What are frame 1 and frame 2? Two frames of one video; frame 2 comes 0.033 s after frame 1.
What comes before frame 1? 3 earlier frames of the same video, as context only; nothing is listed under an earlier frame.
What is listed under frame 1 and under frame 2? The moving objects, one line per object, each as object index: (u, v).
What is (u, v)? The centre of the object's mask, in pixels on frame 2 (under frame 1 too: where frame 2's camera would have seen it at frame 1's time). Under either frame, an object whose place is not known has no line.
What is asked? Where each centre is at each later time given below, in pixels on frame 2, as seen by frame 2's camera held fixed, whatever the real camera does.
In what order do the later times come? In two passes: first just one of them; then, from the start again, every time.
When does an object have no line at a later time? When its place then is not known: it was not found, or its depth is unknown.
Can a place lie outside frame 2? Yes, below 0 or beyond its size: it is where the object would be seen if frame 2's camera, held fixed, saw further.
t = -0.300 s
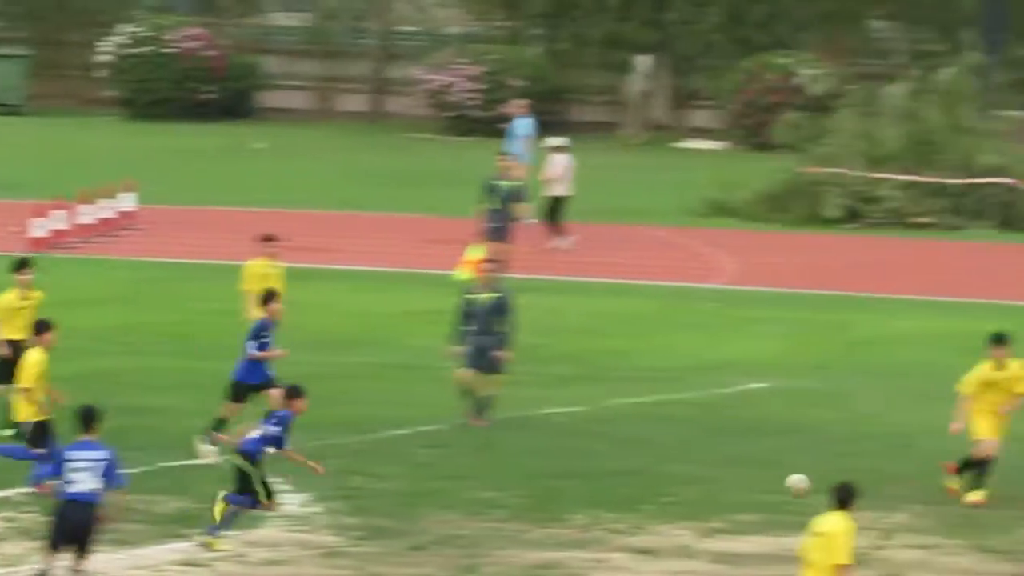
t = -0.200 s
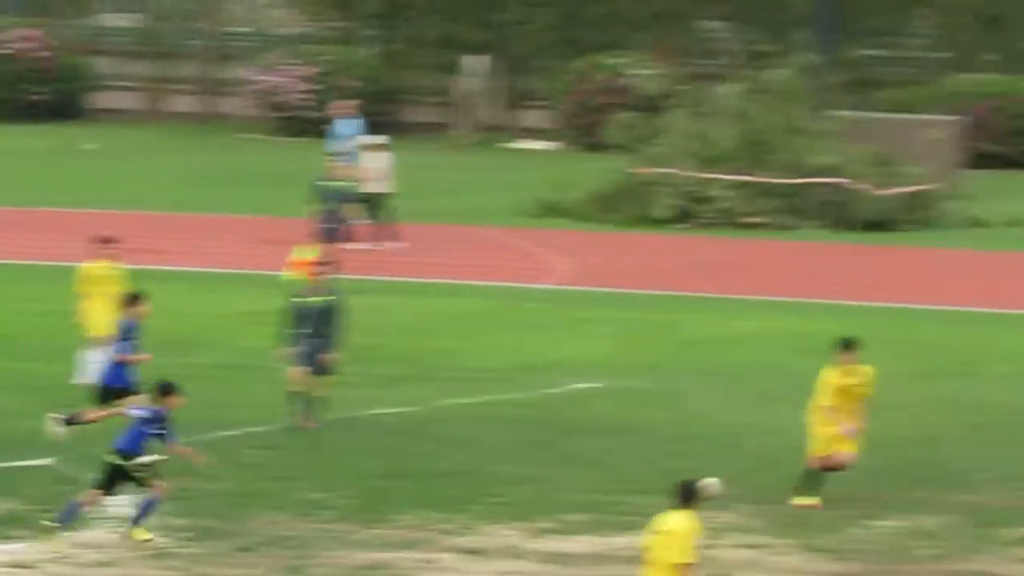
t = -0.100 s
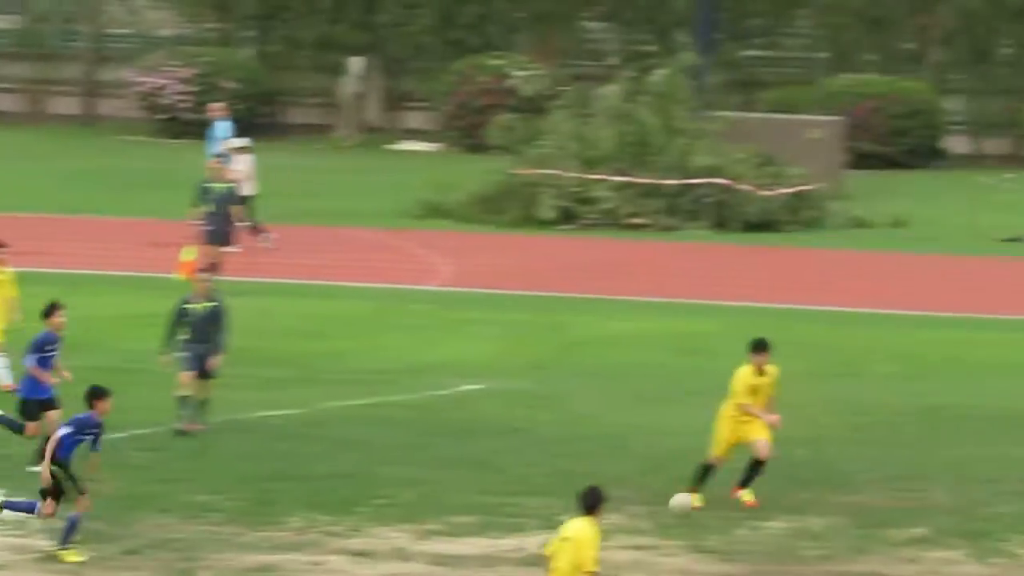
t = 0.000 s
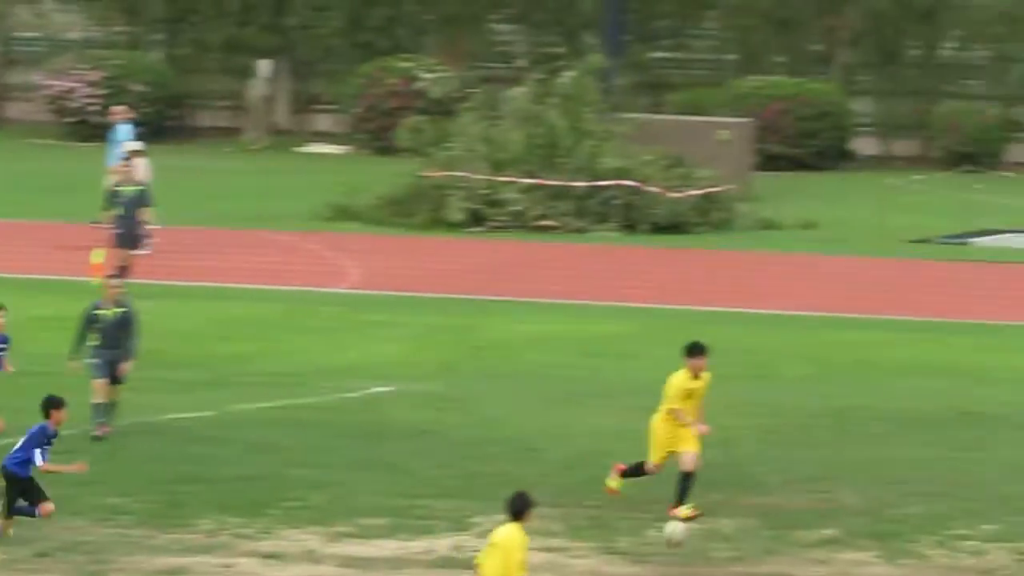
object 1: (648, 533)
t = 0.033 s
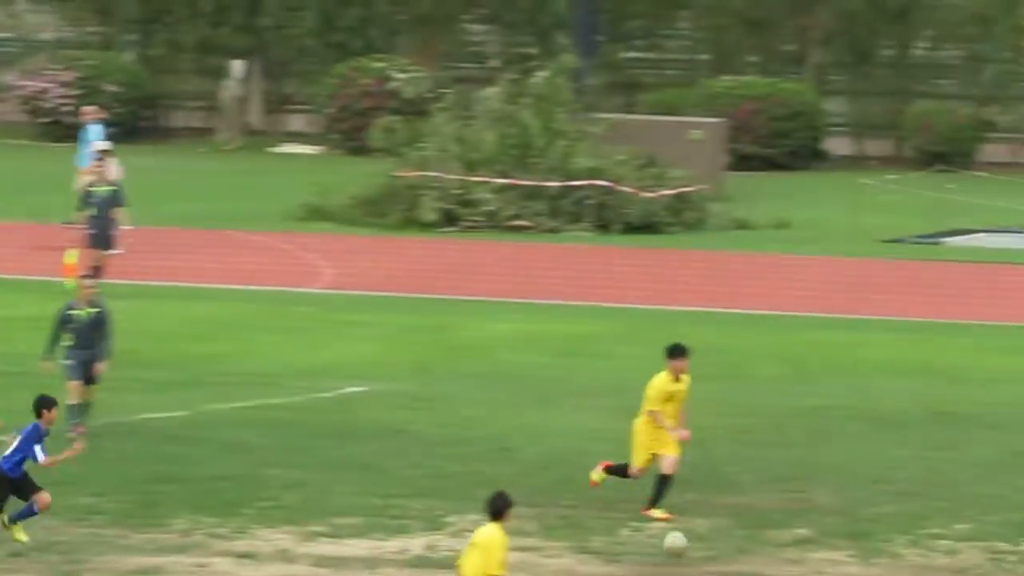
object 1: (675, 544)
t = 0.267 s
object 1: (791, 532)
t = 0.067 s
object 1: (702, 555)
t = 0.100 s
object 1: (717, 548)
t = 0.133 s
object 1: (731, 542)
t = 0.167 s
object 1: (746, 538)
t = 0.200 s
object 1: (762, 534)
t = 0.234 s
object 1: (775, 532)
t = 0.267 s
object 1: (791, 532)
